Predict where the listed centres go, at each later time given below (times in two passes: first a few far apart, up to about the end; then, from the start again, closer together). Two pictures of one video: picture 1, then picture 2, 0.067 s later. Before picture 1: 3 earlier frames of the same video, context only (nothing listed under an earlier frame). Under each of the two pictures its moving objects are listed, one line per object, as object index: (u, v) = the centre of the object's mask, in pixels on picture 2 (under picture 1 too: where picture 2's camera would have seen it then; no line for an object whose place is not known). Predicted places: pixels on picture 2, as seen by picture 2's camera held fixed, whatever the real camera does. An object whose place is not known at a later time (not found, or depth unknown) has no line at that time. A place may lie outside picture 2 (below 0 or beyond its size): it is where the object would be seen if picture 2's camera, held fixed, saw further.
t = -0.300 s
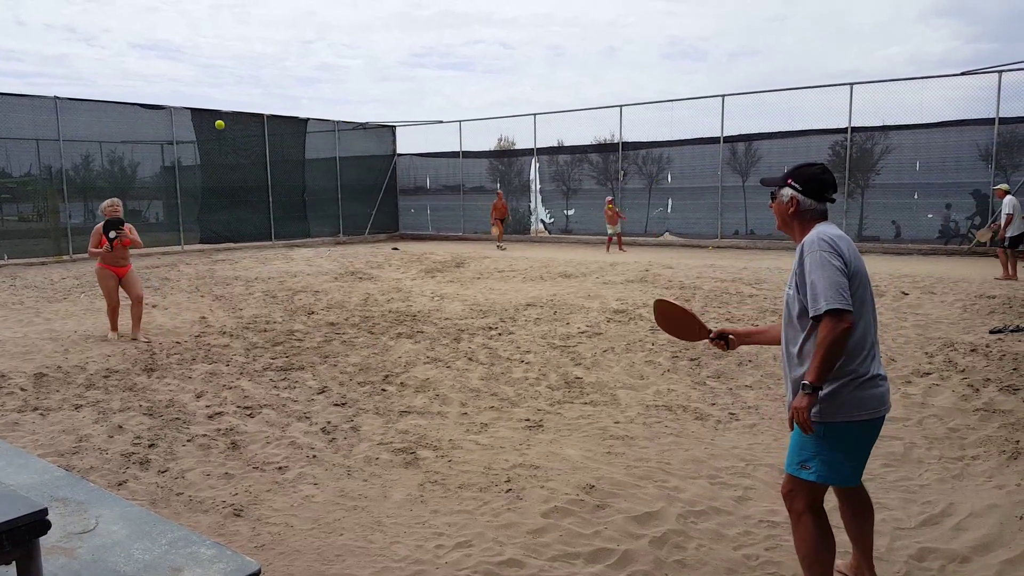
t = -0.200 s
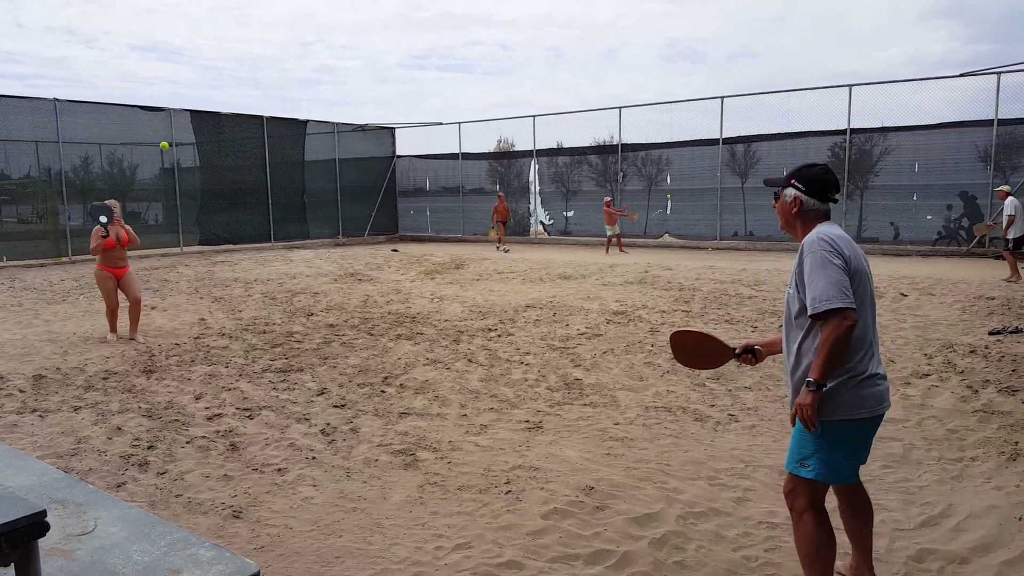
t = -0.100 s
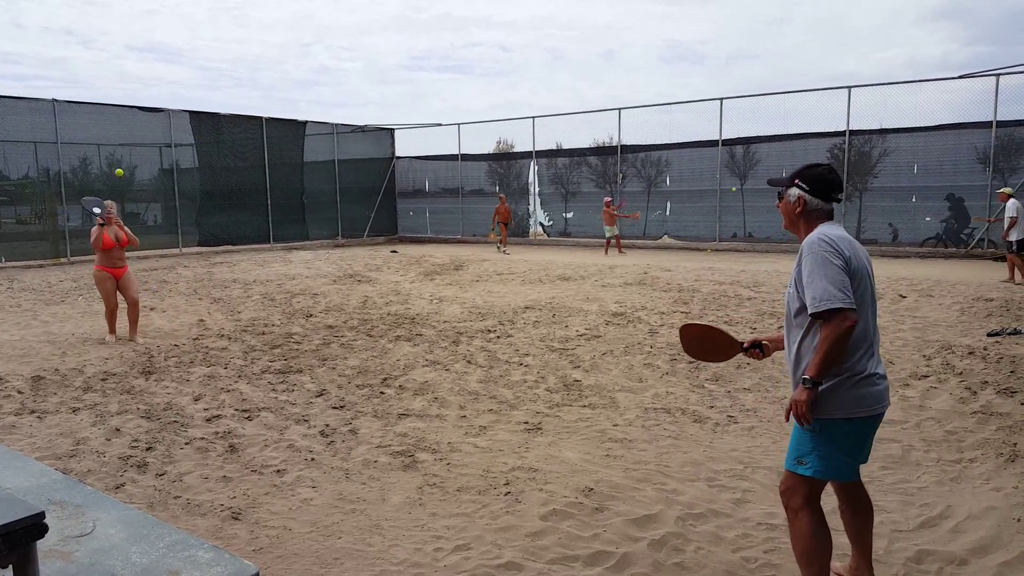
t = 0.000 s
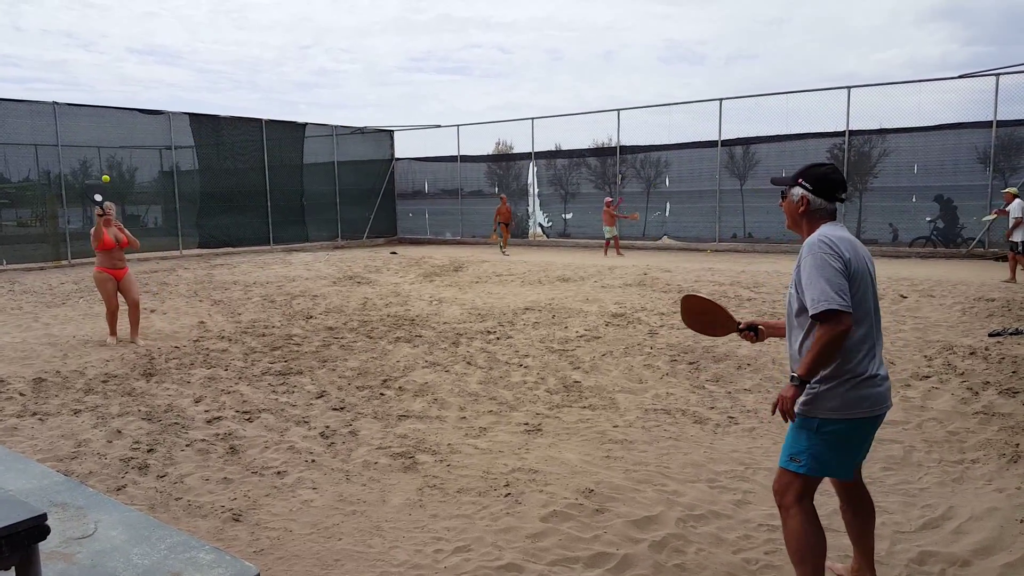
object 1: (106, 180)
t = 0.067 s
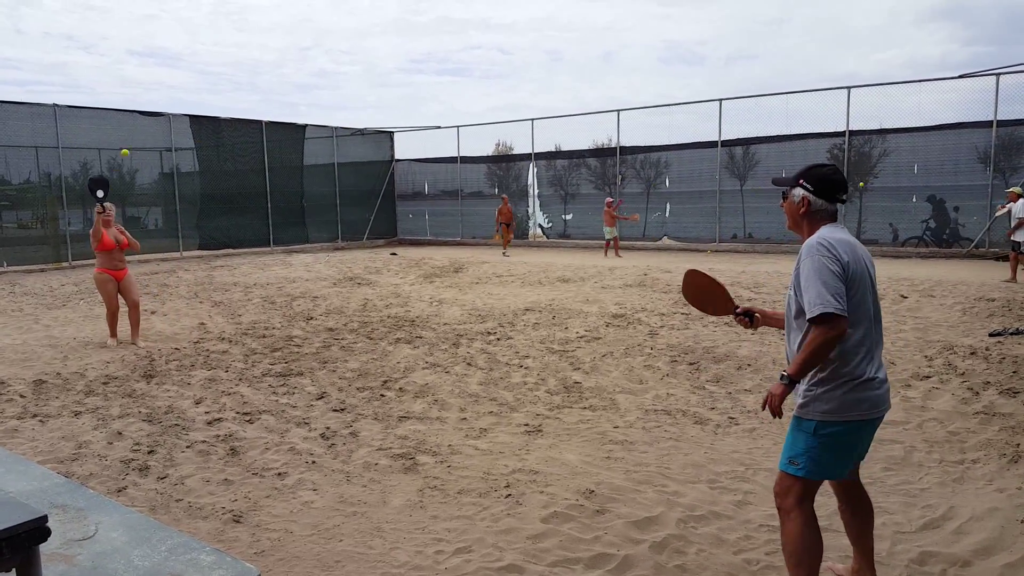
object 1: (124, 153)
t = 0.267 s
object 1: (198, 84)
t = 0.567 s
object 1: (371, 51)
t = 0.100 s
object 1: (135, 140)
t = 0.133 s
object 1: (147, 127)
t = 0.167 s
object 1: (158, 115)
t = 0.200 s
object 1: (170, 104)
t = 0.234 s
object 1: (184, 94)
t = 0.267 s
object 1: (198, 84)
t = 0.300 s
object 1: (213, 75)
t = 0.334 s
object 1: (228, 67)
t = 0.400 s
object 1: (263, 55)
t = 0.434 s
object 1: (282, 51)
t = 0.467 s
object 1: (302, 48)
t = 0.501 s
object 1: (324, 47)
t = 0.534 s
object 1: (347, 48)
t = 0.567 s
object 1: (371, 51)
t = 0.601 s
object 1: (398, 56)
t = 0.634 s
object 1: (426, 63)
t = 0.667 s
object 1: (456, 73)
